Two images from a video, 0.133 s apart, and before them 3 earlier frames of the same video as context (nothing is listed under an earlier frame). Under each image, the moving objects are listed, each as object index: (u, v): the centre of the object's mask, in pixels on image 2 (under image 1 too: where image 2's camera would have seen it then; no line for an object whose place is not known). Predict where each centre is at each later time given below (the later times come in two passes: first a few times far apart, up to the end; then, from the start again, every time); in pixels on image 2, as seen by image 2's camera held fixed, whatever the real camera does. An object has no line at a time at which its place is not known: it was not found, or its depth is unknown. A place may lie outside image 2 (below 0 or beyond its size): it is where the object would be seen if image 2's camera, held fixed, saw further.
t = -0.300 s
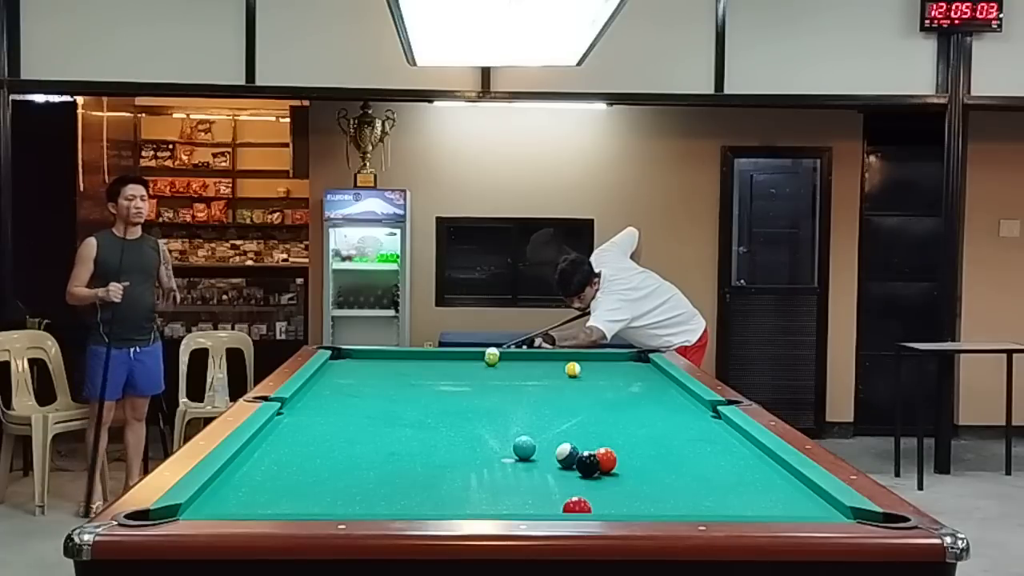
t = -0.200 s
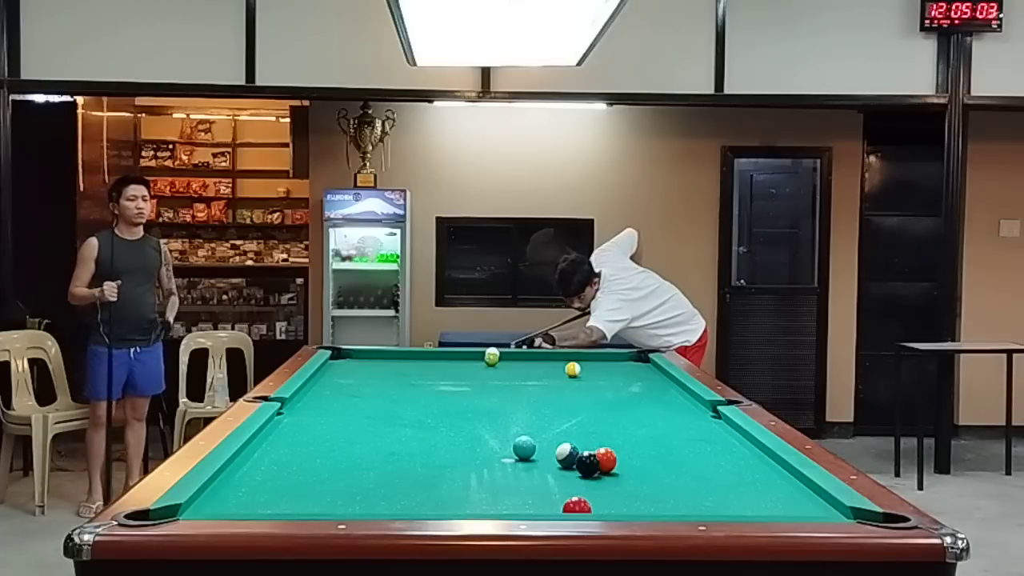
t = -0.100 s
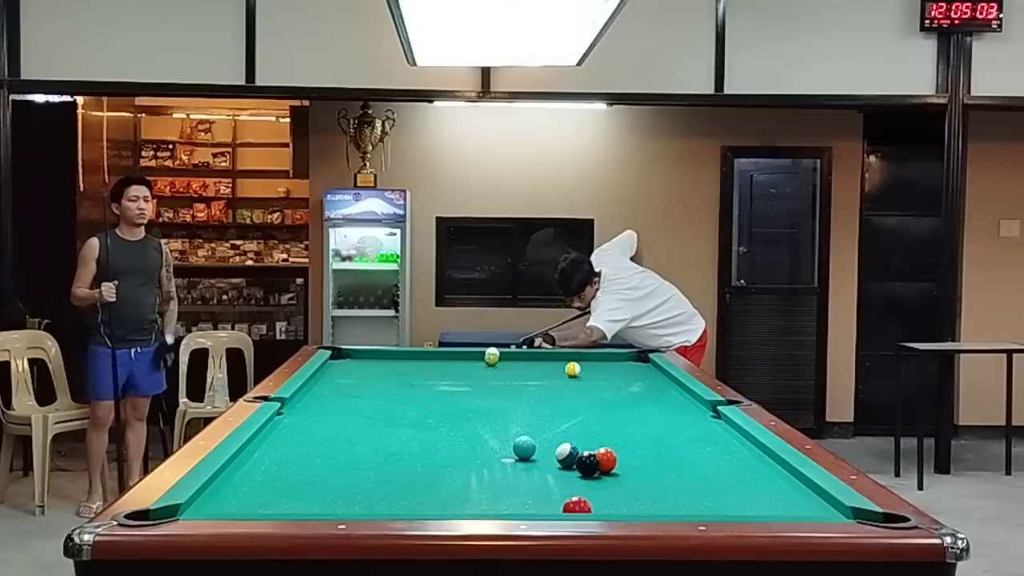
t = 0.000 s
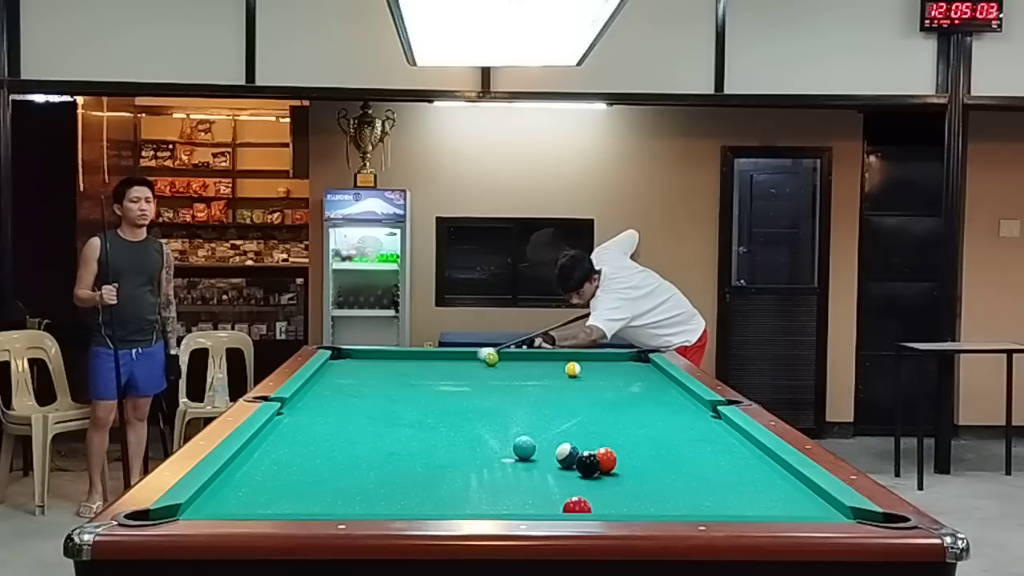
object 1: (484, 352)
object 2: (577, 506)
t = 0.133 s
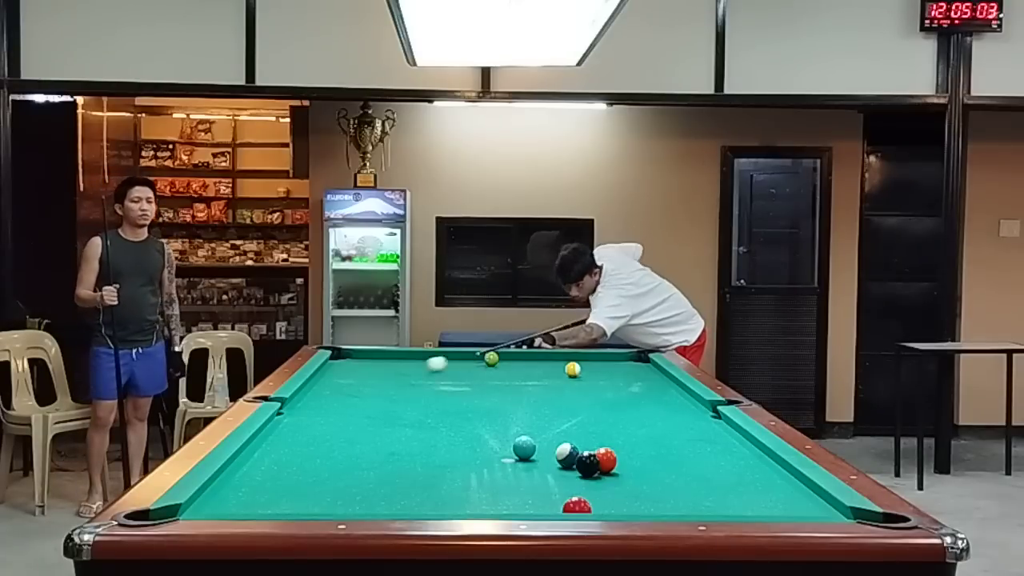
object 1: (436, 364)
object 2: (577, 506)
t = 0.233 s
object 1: (394, 371)
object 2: (577, 506)
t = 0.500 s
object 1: (330, 396)
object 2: (577, 506)
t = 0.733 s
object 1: (380, 420)
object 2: (577, 506)
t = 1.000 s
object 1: (454, 457)
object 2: (577, 506)
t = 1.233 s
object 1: (540, 498)
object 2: (577, 506)
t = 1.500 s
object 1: (553, 503)
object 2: (637, 500)
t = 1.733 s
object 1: (580, 498)
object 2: (675, 486)
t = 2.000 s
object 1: (606, 490)
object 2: (712, 473)
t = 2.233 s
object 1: (627, 482)
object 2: (741, 463)
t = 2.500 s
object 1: (648, 475)
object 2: (755, 452)
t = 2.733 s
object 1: (663, 469)
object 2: (726, 444)
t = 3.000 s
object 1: (679, 463)
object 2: (696, 436)
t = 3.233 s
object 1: (691, 459)
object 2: (674, 429)
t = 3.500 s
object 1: (703, 454)
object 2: (651, 423)
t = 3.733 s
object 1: (712, 451)
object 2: (633, 418)
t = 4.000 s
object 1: (720, 447)
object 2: (614, 413)
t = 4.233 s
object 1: (727, 445)
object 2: (600, 409)
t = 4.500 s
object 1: (733, 442)
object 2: (585, 406)
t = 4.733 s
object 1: (738, 440)
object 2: (574, 403)
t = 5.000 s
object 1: (741, 438)
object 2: (563, 399)
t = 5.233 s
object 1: (737, 437)
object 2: (554, 397)
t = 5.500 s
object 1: (735, 437)
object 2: (545, 395)
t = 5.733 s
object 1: (734, 436)
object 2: (539, 393)
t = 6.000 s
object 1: (734, 436)
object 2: (533, 391)
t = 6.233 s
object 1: (734, 436)
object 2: (528, 390)
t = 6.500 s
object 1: (734, 437)
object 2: (524, 389)
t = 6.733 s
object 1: (734, 437)
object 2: (522, 388)
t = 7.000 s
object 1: (734, 436)
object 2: (520, 388)
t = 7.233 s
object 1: (734, 437)
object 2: (518, 387)
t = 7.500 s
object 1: (734, 437)
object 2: (518, 387)
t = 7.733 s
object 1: (734, 437)
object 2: (518, 387)
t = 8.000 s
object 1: (734, 437)
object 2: (518, 387)
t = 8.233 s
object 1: (734, 437)
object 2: (518, 387)
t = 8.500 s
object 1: (734, 437)
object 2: (518, 387)
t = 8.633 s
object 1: (735, 437)
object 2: (518, 387)
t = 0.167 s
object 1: (422, 366)
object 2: (577, 506)
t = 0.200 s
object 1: (408, 369)
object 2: (577, 506)
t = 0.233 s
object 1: (394, 371)
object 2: (577, 506)
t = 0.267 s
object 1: (378, 375)
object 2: (577, 506)
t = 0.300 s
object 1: (362, 378)
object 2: (577, 506)
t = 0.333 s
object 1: (346, 381)
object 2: (577, 506)
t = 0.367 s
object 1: (330, 383)
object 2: (577, 506)
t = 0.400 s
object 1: (312, 387)
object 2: (577, 506)
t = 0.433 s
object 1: (313, 390)
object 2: (577, 506)
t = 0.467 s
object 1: (322, 393)
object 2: (577, 506)
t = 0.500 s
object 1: (330, 396)
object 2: (577, 506)
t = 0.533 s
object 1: (337, 399)
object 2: (577, 506)
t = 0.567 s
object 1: (344, 402)
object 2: (577, 506)
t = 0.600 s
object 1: (351, 406)
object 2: (577, 506)
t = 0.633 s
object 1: (358, 409)
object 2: (577, 506)
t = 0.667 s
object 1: (365, 412)
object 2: (577, 506)
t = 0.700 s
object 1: (373, 416)
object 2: (577, 506)
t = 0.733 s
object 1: (380, 420)
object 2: (577, 506)
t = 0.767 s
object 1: (388, 424)
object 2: (577, 506)
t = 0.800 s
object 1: (397, 428)
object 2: (577, 506)
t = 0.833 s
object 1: (405, 433)
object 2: (577, 506)
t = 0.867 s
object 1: (414, 437)
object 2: (577, 506)
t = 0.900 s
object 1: (424, 442)
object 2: (577, 506)
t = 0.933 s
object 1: (433, 446)
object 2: (577, 506)
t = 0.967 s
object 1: (443, 451)
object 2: (577, 506)
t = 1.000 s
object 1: (454, 457)
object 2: (577, 506)
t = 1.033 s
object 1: (465, 462)
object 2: (577, 506)
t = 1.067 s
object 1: (476, 468)
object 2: (577, 506)
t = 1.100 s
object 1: (487, 474)
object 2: (577, 506)
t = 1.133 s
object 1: (500, 480)
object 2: (577, 506)
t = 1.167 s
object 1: (513, 486)
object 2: (577, 506)
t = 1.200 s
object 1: (527, 493)
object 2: (577, 506)
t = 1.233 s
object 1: (540, 498)
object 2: (577, 506)
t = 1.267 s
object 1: (551, 502)
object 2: (579, 506)
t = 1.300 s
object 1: (546, 504)
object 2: (598, 507)
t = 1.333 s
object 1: (541, 505)
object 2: (606, 506)
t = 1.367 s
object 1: (539, 507)
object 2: (613, 505)
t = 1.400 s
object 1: (542, 506)
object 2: (619, 503)
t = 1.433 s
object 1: (545, 504)
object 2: (625, 502)
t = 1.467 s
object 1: (549, 504)
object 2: (631, 501)
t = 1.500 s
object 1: (553, 503)
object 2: (637, 500)
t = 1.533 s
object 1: (557, 503)
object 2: (643, 498)
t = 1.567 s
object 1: (561, 502)
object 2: (648, 496)
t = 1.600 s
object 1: (565, 501)
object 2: (654, 494)
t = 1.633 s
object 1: (569, 500)
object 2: (659, 492)
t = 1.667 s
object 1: (573, 500)
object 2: (664, 490)
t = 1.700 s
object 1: (576, 499)
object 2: (670, 488)
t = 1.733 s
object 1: (580, 498)
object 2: (675, 486)
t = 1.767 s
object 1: (583, 497)
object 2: (680, 484)
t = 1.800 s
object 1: (587, 496)
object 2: (685, 483)
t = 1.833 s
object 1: (590, 495)
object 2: (689, 481)
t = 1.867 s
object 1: (594, 494)
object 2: (694, 479)
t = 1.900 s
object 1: (597, 493)
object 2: (699, 478)
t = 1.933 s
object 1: (600, 492)
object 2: (703, 476)
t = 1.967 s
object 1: (603, 491)
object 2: (708, 474)
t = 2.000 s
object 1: (606, 490)
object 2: (712, 473)
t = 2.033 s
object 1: (609, 488)
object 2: (716, 471)
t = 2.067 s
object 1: (613, 487)
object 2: (721, 470)
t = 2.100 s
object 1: (616, 486)
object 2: (725, 468)
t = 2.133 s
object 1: (619, 485)
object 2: (729, 467)
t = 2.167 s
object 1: (621, 484)
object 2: (733, 465)
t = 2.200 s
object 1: (624, 483)
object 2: (737, 464)
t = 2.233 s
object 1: (627, 482)
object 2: (741, 463)
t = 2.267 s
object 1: (630, 481)
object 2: (745, 461)
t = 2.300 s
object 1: (632, 480)
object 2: (748, 460)
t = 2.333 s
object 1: (635, 480)
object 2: (752, 458)
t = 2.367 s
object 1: (638, 479)
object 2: (756, 457)
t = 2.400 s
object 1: (640, 478)
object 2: (759, 456)
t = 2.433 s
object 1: (643, 477)
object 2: (762, 454)
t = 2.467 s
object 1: (645, 476)
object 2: (759, 453)
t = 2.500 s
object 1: (648, 475)
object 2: (755, 452)
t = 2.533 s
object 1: (650, 474)
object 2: (750, 450)
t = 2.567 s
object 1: (652, 473)
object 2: (746, 449)
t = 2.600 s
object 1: (655, 472)
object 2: (742, 448)
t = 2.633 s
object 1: (657, 472)
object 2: (738, 447)
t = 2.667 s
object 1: (659, 471)
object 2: (734, 446)
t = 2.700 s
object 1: (661, 470)
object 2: (730, 445)
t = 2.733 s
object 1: (663, 469)
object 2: (726, 444)
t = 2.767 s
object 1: (665, 469)
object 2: (722, 443)
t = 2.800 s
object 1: (667, 468)
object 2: (718, 442)
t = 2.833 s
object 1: (669, 467)
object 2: (714, 441)
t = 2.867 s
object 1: (671, 466)
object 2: (711, 440)
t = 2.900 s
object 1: (673, 466)
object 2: (707, 439)
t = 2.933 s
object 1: (675, 465)
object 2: (703, 438)
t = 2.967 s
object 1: (677, 464)
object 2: (700, 437)
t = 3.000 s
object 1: (679, 463)
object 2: (696, 436)
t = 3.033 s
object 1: (681, 463)
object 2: (693, 435)
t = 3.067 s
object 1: (682, 462)
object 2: (690, 434)
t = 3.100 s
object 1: (684, 461)
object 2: (686, 433)
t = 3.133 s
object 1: (686, 461)
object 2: (683, 432)
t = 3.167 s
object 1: (688, 460)
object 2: (680, 431)
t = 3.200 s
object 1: (689, 460)
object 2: (677, 430)
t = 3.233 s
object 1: (691, 459)
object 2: (674, 429)
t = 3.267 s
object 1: (693, 458)
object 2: (671, 429)
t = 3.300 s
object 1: (694, 458)
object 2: (668, 428)
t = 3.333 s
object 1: (696, 457)
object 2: (665, 427)
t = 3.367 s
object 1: (697, 456)
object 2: (662, 426)
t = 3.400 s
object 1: (699, 456)
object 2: (659, 425)
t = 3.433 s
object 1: (700, 455)
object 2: (656, 425)
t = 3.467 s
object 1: (702, 455)
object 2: (653, 424)
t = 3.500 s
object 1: (703, 454)
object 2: (651, 423)
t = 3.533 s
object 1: (705, 454)
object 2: (648, 423)
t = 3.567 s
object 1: (706, 453)
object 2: (645, 422)
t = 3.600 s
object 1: (707, 453)
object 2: (643, 421)
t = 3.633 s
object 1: (708, 453)
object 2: (640, 420)
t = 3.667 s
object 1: (709, 452)
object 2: (638, 420)
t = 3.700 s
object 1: (710, 451)
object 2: (635, 419)
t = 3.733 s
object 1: (712, 451)
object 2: (633, 418)
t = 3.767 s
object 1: (713, 450)
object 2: (630, 418)
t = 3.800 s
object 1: (714, 450)
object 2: (628, 417)
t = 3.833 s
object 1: (715, 450)
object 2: (626, 416)
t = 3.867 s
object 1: (716, 449)
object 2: (623, 416)
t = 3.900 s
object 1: (717, 449)
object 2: (621, 415)
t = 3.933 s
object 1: (718, 448)
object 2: (619, 414)
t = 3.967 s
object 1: (719, 448)
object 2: (617, 414)
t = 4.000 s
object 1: (720, 447)
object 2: (614, 413)
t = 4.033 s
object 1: (721, 447)
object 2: (612, 413)
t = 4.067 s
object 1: (722, 447)
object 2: (610, 412)
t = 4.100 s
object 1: (723, 446)
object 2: (608, 412)
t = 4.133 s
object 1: (724, 446)
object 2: (606, 411)
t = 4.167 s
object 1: (725, 445)
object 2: (604, 411)
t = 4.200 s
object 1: (726, 445)
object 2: (602, 410)
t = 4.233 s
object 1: (727, 445)
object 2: (600, 409)
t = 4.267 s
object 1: (728, 444)
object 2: (598, 409)
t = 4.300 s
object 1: (728, 444)
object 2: (596, 408)
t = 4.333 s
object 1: (729, 444)
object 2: (594, 408)
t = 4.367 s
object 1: (730, 443)
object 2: (592, 407)
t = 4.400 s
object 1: (731, 443)
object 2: (591, 407)
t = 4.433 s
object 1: (731, 443)
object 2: (589, 407)
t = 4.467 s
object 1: (733, 442)
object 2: (587, 406)
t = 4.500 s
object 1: (733, 442)
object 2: (585, 406)
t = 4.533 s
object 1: (734, 442)
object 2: (584, 405)
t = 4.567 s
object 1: (734, 442)
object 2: (582, 405)
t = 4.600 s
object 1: (735, 441)
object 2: (580, 404)
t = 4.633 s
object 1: (736, 441)
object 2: (579, 404)
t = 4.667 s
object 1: (737, 441)
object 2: (577, 403)
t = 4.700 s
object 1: (737, 441)
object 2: (576, 403)
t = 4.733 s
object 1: (738, 440)
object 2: (574, 403)
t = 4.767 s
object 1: (739, 440)
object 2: (572, 402)
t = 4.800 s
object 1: (739, 440)
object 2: (571, 402)
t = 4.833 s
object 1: (740, 440)
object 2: (570, 402)
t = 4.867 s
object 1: (741, 439)
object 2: (568, 401)
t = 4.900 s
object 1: (741, 439)
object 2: (567, 401)
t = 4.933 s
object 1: (742, 439)
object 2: (566, 400)
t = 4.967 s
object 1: (742, 438)
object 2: (564, 400)
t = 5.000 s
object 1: (741, 438)
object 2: (563, 399)
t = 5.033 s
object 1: (741, 438)
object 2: (561, 399)
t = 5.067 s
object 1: (740, 438)
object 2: (560, 399)
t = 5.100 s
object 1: (740, 438)
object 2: (559, 398)
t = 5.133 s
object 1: (739, 438)
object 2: (558, 398)
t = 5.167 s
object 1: (738, 438)
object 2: (556, 398)
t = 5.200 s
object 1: (738, 437)
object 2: (555, 398)
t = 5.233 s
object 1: (737, 437)
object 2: (554, 397)
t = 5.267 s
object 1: (737, 437)
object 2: (553, 397)
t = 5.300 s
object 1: (737, 437)
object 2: (552, 397)
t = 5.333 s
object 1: (736, 437)
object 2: (551, 396)
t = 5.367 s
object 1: (736, 437)
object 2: (549, 396)
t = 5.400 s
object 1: (736, 437)
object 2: (548, 396)
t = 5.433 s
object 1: (735, 437)
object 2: (547, 395)
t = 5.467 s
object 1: (735, 437)
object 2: (546, 395)
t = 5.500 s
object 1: (735, 437)
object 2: (545, 395)
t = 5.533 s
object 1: (735, 437)
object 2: (544, 395)
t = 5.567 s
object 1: (735, 437)
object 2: (543, 394)
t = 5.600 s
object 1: (734, 436)
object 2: (542, 394)
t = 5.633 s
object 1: (734, 436)
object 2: (541, 394)
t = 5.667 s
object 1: (734, 436)
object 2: (540, 394)
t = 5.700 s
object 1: (734, 436)
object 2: (539, 393)
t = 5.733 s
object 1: (734, 436)
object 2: (539, 393)
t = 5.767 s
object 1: (734, 436)
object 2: (538, 393)
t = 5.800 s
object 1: (734, 436)
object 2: (537, 393)
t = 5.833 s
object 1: (734, 436)
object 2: (536, 392)
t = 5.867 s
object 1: (734, 436)
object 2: (536, 392)
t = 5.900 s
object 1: (734, 436)
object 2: (535, 392)
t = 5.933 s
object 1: (734, 436)
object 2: (534, 392)
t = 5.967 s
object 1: (734, 436)
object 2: (533, 392)
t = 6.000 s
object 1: (734, 436)
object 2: (533, 391)
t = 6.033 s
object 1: (734, 436)
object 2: (532, 391)
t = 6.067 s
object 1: (734, 436)
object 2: (531, 391)
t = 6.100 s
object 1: (734, 436)
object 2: (531, 391)
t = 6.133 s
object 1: (734, 436)
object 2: (530, 391)
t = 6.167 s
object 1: (734, 436)
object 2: (529, 390)
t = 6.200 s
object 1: (734, 436)
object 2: (529, 390)
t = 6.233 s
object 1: (734, 436)
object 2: (528, 390)
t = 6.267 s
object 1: (734, 436)
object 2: (528, 390)
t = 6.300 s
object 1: (734, 436)
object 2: (527, 390)
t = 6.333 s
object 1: (734, 437)
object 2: (527, 390)
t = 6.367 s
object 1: (734, 436)
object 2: (526, 390)
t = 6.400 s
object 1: (734, 437)
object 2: (526, 389)
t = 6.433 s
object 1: (734, 436)
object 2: (525, 389)
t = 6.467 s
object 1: (734, 436)
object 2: (525, 389)
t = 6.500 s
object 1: (734, 437)
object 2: (524, 389)
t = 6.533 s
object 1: (734, 437)
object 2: (524, 389)
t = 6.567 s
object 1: (734, 437)
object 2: (523, 389)
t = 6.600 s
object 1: (734, 437)
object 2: (523, 389)
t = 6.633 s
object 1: (734, 437)
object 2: (522, 389)
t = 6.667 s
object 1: (734, 437)
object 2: (522, 389)
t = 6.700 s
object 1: (734, 437)
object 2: (522, 389)
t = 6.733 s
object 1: (734, 437)
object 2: (522, 388)
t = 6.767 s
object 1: (734, 437)
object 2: (521, 388)
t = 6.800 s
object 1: (734, 437)
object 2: (521, 388)
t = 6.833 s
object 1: (734, 437)
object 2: (521, 388)
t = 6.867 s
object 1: (734, 437)
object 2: (521, 388)
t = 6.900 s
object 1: (734, 437)
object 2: (520, 388)
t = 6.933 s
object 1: (734, 437)
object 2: (520, 388)
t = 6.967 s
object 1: (734, 437)
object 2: (520, 388)
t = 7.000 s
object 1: (734, 436)
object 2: (520, 388)
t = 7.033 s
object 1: (734, 437)
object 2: (519, 388)
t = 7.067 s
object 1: (734, 437)
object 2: (519, 387)
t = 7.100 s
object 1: (734, 436)
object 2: (519, 388)
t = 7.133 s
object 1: (734, 437)
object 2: (519, 387)
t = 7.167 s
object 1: (734, 436)
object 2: (519, 387)
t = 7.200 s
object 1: (734, 436)
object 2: (518, 387)
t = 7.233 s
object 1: (734, 437)
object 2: (518, 387)
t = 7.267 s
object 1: (734, 437)
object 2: (518, 387)
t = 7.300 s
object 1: (734, 436)
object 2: (518, 387)
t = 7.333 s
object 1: (734, 437)
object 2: (518, 387)
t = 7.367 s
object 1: (734, 437)
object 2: (518, 387)
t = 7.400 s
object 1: (734, 437)
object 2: (518, 387)
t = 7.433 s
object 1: (734, 437)
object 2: (518, 387)
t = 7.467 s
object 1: (734, 437)
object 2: (518, 387)
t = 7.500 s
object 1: (734, 437)
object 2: (518, 387)
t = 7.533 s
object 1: (734, 437)
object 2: (518, 387)
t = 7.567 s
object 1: (734, 437)
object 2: (518, 387)
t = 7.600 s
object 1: (734, 437)
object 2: (518, 387)
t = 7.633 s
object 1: (734, 436)
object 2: (518, 387)
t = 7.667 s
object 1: (734, 437)
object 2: (518, 387)
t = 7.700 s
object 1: (734, 437)
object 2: (518, 387)
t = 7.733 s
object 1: (734, 437)
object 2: (518, 387)
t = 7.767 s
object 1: (734, 437)
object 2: (518, 387)
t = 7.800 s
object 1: (734, 437)
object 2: (518, 387)
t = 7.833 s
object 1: (734, 437)
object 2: (518, 387)
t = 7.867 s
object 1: (734, 437)
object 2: (518, 387)
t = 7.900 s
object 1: (734, 437)
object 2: (518, 387)
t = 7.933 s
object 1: (734, 437)
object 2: (518, 387)
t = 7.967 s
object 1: (734, 437)
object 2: (518, 387)
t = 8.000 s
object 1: (734, 437)
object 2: (518, 387)
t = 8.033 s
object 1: (734, 437)
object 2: (518, 387)
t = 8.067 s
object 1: (734, 437)
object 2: (518, 387)
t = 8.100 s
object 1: (734, 437)
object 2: (518, 387)
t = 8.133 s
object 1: (734, 437)
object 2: (518, 387)
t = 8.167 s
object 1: (734, 437)
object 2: (518, 387)
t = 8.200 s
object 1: (734, 437)
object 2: (518, 387)
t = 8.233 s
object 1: (734, 437)
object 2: (518, 387)
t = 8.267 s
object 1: (734, 437)
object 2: (518, 387)
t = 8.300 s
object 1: (734, 437)
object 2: (518, 387)
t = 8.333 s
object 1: (734, 437)
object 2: (518, 387)
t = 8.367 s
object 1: (734, 437)
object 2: (518, 387)
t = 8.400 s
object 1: (734, 437)
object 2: (518, 387)
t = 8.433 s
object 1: (734, 437)
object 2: (518, 387)
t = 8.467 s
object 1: (734, 437)
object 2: (518, 387)
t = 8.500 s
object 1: (734, 437)
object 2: (518, 387)
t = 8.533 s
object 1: (734, 437)
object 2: (518, 387)
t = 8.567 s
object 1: (734, 437)
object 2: (518, 387)
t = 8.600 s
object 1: (734, 437)
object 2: (518, 387)
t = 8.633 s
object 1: (735, 437)
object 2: (518, 387)
